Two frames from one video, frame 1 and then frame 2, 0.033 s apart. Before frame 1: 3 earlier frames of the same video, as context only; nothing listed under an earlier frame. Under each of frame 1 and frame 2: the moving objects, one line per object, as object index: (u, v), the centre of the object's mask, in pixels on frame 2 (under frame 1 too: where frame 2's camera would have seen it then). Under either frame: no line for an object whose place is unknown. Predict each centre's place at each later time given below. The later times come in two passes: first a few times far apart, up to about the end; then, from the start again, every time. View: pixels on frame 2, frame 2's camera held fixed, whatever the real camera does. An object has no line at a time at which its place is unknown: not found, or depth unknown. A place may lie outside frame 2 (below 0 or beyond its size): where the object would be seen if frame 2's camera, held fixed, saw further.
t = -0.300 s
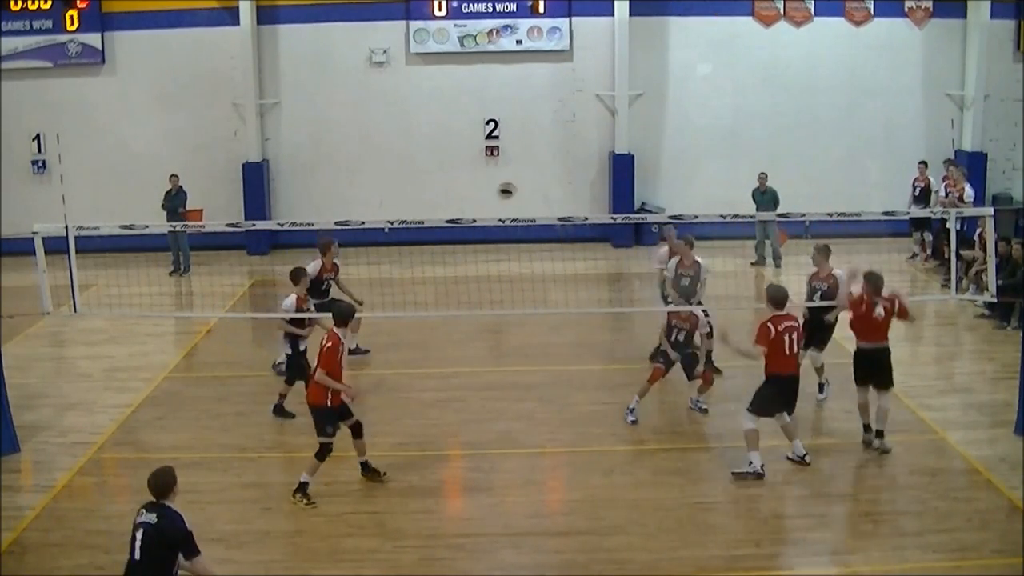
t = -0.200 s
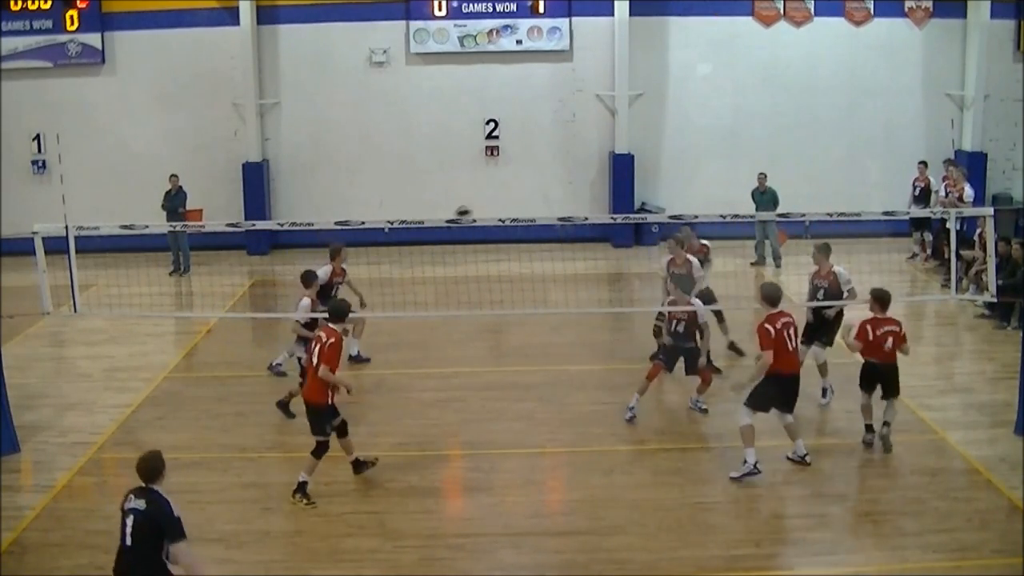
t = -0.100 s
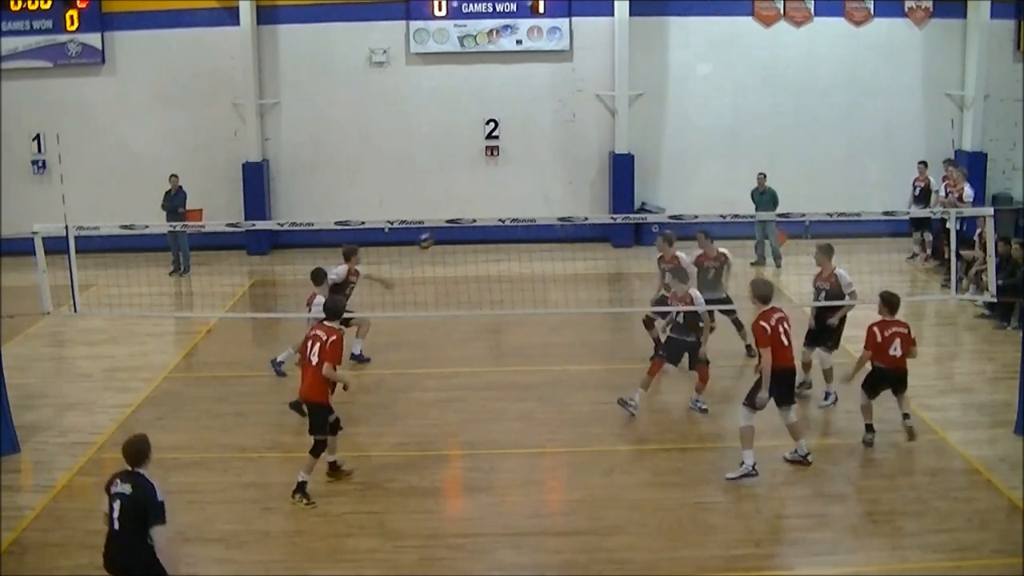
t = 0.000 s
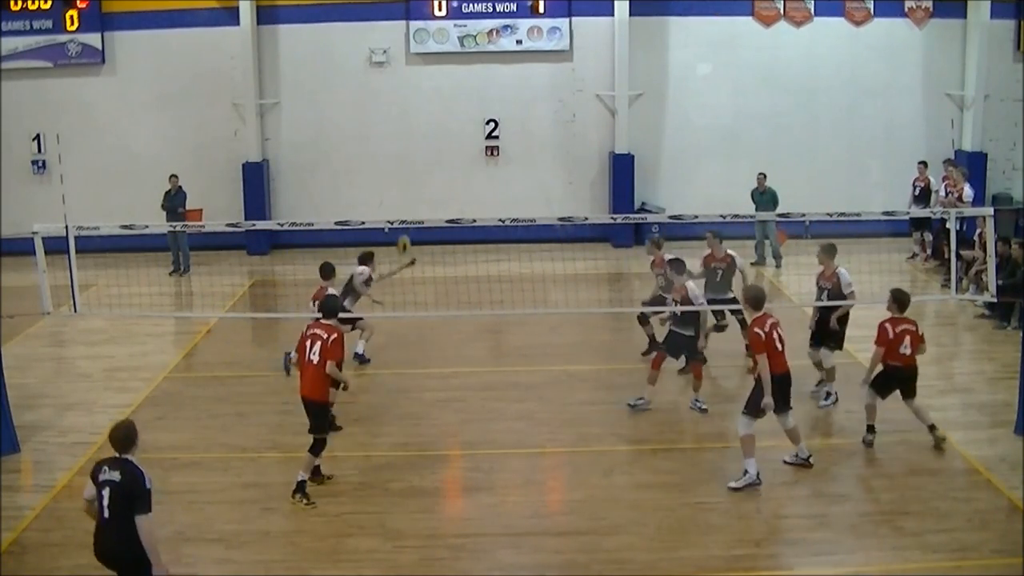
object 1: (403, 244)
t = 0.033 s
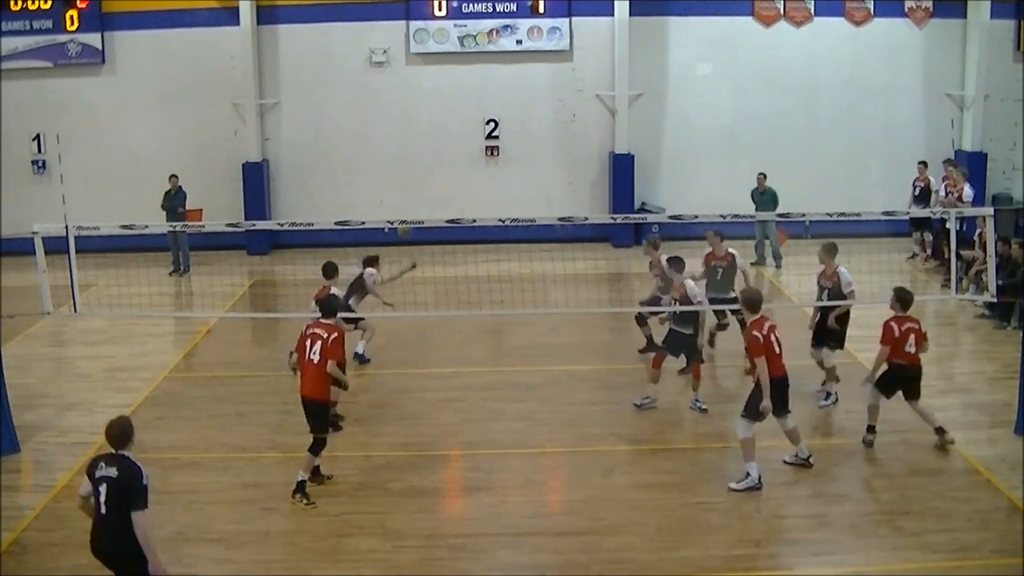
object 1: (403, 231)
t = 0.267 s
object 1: (413, 144)
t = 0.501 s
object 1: (421, 95)
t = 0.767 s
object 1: (431, 88)
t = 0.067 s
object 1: (406, 213)
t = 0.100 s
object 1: (407, 201)
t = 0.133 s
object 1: (408, 189)
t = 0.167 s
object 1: (409, 177)
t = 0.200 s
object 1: (411, 164)
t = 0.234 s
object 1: (412, 153)
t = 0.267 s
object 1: (413, 144)
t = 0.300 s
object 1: (414, 134)
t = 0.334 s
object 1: (415, 126)
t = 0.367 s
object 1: (417, 118)
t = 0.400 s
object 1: (417, 111)
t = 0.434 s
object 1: (418, 104)
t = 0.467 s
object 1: (420, 99)
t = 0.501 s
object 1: (421, 95)
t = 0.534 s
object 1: (422, 91)
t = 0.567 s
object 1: (423, 88)
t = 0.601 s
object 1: (424, 86)
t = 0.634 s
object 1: (425, 85)
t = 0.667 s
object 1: (427, 84)
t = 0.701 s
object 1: (428, 85)
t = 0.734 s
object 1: (429, 86)
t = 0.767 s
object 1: (431, 88)
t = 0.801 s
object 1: (432, 92)
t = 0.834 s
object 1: (433, 96)
